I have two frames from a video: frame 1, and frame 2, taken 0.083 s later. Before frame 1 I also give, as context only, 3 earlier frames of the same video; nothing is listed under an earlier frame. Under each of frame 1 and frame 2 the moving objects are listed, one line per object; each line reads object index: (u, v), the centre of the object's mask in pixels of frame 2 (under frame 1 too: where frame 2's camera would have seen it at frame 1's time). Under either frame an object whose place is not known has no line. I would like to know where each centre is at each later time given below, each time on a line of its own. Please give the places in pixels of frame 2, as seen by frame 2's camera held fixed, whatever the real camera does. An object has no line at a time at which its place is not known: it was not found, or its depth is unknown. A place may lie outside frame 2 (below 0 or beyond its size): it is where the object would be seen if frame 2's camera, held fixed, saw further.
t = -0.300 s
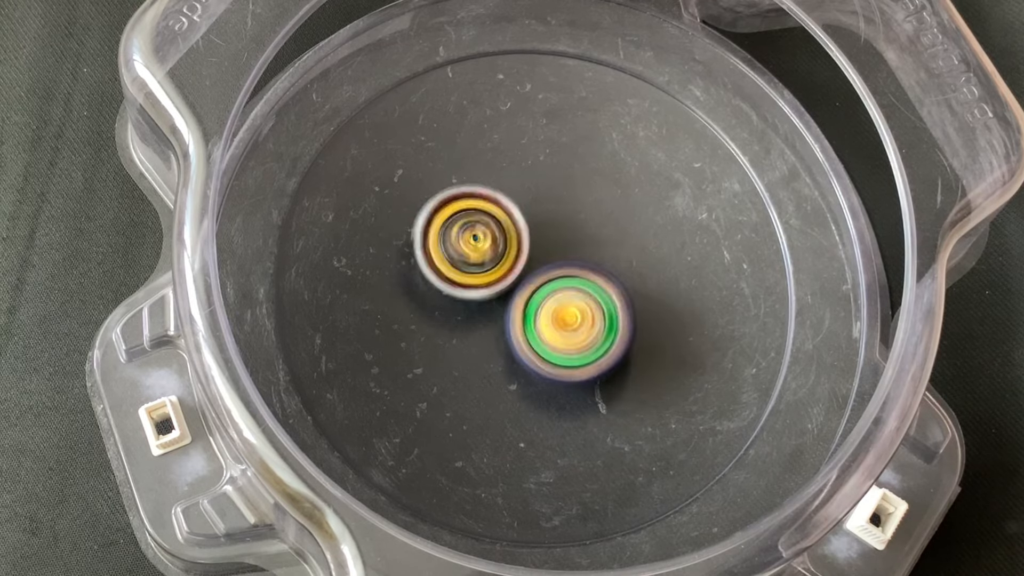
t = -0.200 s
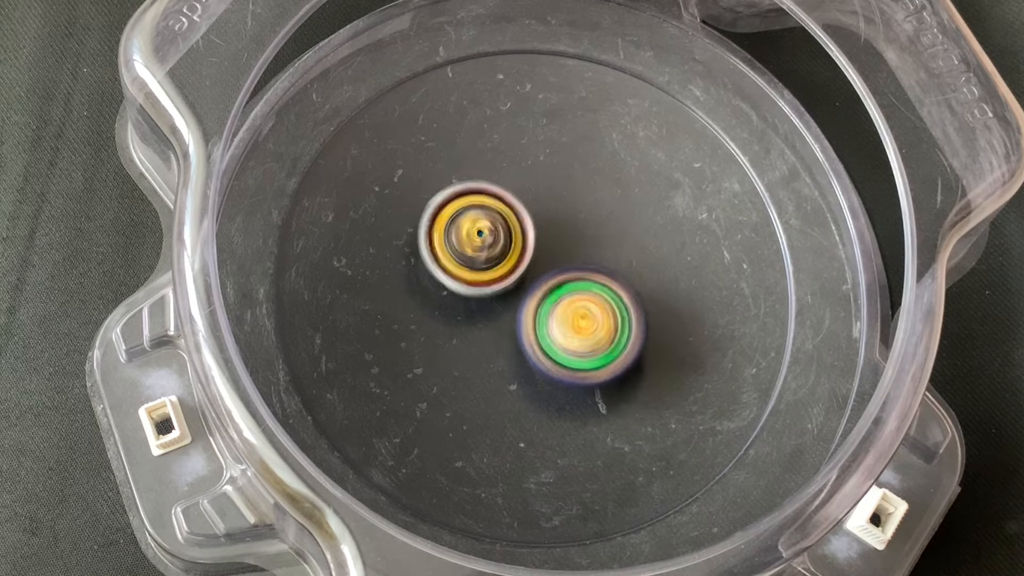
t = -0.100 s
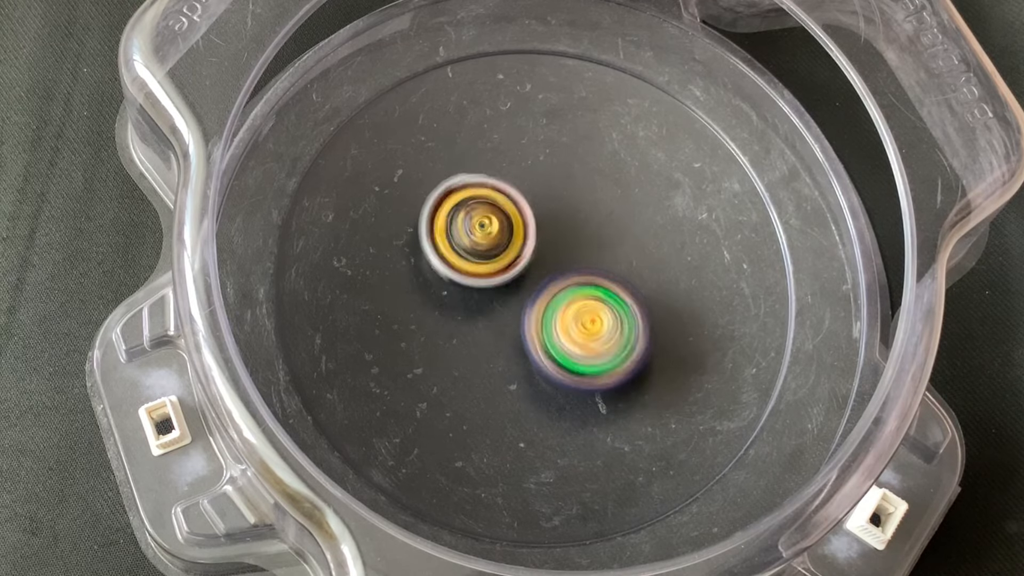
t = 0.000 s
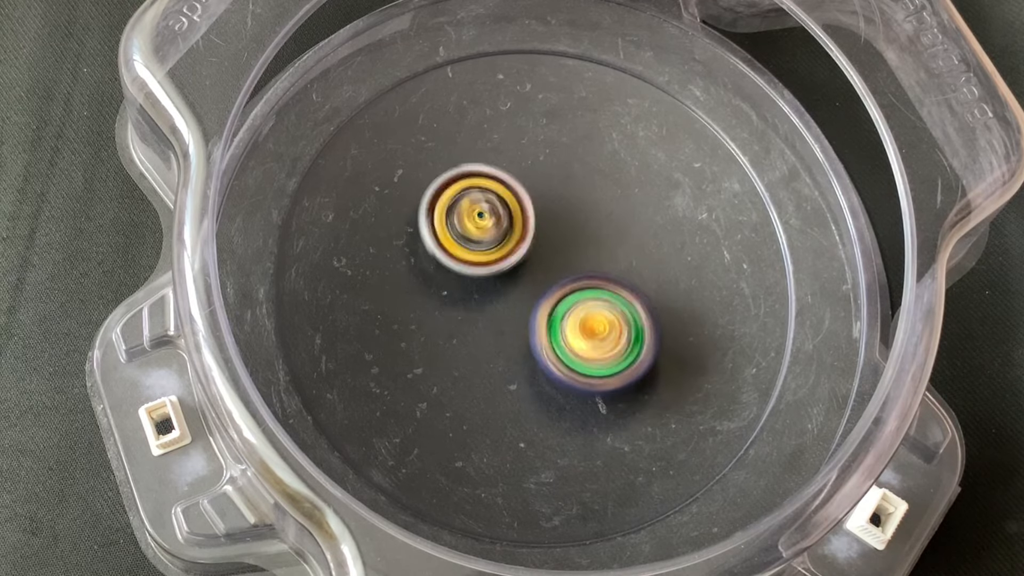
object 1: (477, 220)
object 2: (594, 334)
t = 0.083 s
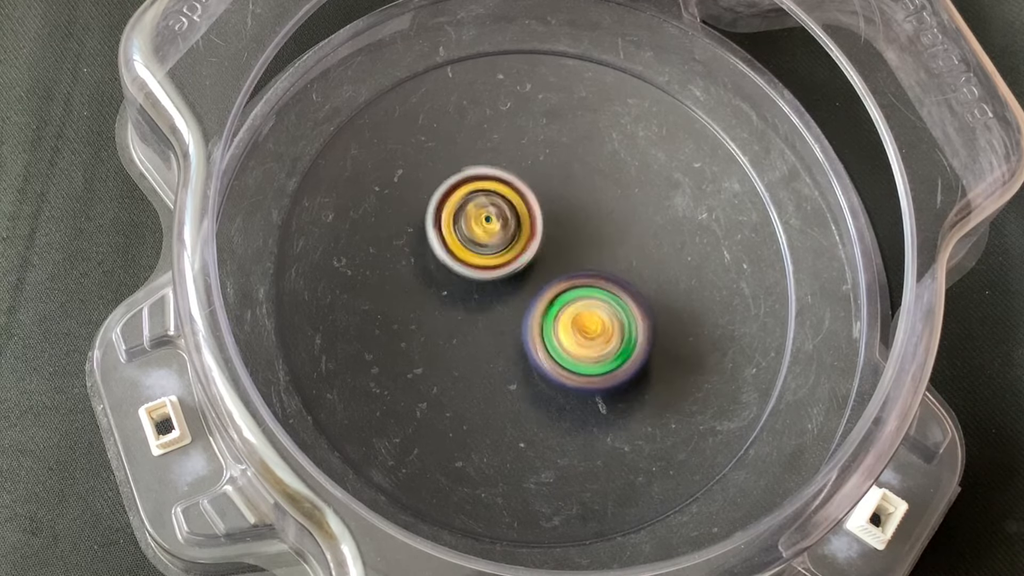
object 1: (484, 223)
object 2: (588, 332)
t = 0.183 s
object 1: (499, 228)
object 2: (579, 331)
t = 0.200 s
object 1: (501, 227)
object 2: (579, 330)
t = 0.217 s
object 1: (505, 228)
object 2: (577, 330)
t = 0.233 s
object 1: (507, 228)
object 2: (577, 331)
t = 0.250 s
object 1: (510, 226)
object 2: (577, 330)
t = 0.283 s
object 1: (512, 220)
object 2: (580, 336)
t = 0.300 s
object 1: (514, 218)
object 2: (582, 339)
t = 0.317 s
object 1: (514, 217)
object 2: (582, 339)
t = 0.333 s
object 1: (515, 214)
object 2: (583, 338)
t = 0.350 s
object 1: (516, 214)
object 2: (581, 337)
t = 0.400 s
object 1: (517, 211)
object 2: (578, 336)
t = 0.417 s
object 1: (518, 209)
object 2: (578, 335)
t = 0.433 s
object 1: (520, 211)
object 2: (576, 335)
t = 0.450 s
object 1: (519, 211)
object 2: (574, 335)
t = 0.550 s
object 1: (525, 217)
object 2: (569, 334)
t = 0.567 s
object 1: (525, 220)
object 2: (568, 334)
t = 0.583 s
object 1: (526, 219)
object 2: (568, 335)
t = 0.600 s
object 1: (527, 219)
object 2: (568, 336)
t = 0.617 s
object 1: (528, 218)
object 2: (567, 336)
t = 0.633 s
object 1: (530, 218)
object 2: (568, 337)
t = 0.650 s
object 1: (532, 220)
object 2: (568, 336)
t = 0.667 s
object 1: (531, 214)
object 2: (569, 341)
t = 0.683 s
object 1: (530, 209)
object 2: (570, 347)
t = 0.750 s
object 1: (525, 193)
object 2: (574, 359)
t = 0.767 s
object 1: (525, 190)
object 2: (574, 360)
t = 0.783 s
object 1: (523, 189)
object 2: (574, 360)
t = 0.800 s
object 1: (521, 186)
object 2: (573, 359)
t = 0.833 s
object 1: (517, 185)
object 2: (572, 357)
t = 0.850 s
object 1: (516, 183)
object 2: (570, 356)
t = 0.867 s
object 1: (516, 185)
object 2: (569, 354)
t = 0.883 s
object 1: (513, 185)
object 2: (567, 353)
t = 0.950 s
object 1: (511, 192)
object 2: (561, 348)
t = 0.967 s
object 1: (509, 195)
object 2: (560, 347)
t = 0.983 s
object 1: (510, 197)
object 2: (558, 346)
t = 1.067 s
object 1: (508, 213)
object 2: (552, 339)
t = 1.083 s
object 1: (509, 217)
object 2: (550, 338)
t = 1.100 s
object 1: (509, 221)
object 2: (549, 337)
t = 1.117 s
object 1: (510, 221)
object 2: (550, 338)
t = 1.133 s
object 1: (509, 216)
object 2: (551, 346)
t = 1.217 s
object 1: (502, 199)
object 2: (563, 370)
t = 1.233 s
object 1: (499, 199)
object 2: (564, 371)
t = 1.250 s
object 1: (498, 197)
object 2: (565, 371)
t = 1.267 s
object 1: (498, 198)
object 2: (564, 370)
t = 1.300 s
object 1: (496, 198)
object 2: (563, 369)
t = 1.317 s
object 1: (495, 201)
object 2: (562, 368)
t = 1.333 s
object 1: (494, 201)
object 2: (561, 366)
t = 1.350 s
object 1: (495, 203)
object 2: (560, 365)
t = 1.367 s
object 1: (493, 206)
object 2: (559, 363)
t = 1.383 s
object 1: (494, 207)
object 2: (557, 362)
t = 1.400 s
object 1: (495, 211)
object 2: (555, 361)
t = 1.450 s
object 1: (495, 219)
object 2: (551, 356)
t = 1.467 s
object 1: (495, 221)
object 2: (550, 354)
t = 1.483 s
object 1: (498, 224)
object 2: (548, 352)
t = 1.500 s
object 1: (498, 228)
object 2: (547, 349)
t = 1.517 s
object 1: (500, 229)
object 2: (546, 347)
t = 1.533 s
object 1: (502, 232)
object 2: (546, 347)
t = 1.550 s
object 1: (503, 232)
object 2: (546, 347)
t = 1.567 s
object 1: (505, 232)
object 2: (547, 348)
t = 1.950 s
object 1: (521, 223)
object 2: (550, 344)
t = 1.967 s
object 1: (521, 222)
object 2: (550, 343)
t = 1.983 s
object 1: (521, 220)
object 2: (549, 342)
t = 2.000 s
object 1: (523, 221)
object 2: (549, 342)
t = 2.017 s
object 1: (522, 221)
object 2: (548, 340)
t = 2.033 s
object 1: (523, 220)
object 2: (548, 341)
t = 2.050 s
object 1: (524, 221)
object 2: (548, 341)
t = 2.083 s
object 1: (525, 220)
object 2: (546, 340)
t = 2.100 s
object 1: (526, 221)
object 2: (546, 341)
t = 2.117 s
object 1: (524, 220)
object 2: (547, 340)
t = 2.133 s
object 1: (526, 219)
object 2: (545, 340)
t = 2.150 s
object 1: (526, 221)
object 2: (546, 341)
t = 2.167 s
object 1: (525, 220)
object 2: (545, 340)
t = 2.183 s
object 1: (526, 218)
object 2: (545, 342)
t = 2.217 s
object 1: (525, 214)
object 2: (545, 346)
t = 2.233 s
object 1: (527, 213)
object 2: (545, 346)
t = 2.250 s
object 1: (527, 215)
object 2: (546, 347)
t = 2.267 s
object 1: (527, 213)
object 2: (546, 346)
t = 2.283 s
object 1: (530, 215)
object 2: (546, 344)
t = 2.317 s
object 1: (528, 217)
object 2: (544, 342)
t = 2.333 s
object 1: (530, 220)
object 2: (543, 341)
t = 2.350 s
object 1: (528, 221)
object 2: (543, 341)
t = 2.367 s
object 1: (528, 219)
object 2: (543, 342)
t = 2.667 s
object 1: (525, 214)
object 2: (541, 343)
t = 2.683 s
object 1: (525, 214)
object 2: (541, 345)
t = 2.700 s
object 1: (524, 213)
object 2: (543, 345)
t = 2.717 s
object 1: (524, 211)
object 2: (542, 343)
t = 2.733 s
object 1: (525, 213)
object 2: (541, 343)
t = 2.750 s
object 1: (523, 213)
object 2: (541, 342)
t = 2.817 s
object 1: (523, 218)
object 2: (539, 339)
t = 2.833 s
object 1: (522, 221)
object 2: (538, 339)
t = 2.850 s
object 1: (521, 221)
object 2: (538, 339)
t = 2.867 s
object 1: (521, 220)
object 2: (538, 340)
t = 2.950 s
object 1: (519, 219)
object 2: (540, 339)
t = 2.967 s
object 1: (520, 218)
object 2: (539, 337)
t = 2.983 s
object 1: (521, 217)
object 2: (539, 340)
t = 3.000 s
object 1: (519, 216)
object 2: (539, 342)
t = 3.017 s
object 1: (520, 213)
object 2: (539, 343)
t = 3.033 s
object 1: (521, 214)
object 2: (539, 343)
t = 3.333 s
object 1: (520, 216)
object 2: (538, 340)
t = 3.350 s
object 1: (519, 218)
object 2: (539, 340)
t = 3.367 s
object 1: (519, 218)
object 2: (538, 340)
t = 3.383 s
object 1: (521, 220)
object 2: (538, 339)
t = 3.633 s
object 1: (513, 214)
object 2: (540, 346)
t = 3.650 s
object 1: (512, 212)
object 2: (540, 349)
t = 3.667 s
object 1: (510, 211)
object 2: (543, 350)
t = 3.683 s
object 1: (510, 209)
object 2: (543, 348)
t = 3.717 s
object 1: (509, 209)
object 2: (542, 348)
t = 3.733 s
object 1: (508, 208)
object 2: (542, 347)
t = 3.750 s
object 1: (509, 209)
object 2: (541, 345)
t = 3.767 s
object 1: (508, 211)
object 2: (540, 345)
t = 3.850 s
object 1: (509, 218)
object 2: (538, 341)
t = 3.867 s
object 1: (509, 222)
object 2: (536, 341)
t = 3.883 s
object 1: (508, 223)
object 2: (536, 341)
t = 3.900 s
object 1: (508, 222)
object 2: (538, 342)
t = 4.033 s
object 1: (509, 222)
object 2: (537, 340)
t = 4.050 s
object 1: (509, 222)
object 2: (537, 340)
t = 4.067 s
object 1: (511, 222)
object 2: (539, 342)
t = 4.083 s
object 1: (510, 220)
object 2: (540, 346)
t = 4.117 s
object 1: (512, 215)
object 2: (543, 350)
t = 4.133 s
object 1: (512, 216)
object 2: (543, 348)
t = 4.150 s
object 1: (511, 214)
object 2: (543, 349)
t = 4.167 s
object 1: (513, 214)
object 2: (543, 349)
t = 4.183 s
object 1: (515, 216)
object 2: (542, 348)
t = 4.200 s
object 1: (514, 217)
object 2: (540, 348)
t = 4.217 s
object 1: (515, 217)
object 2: (540, 348)
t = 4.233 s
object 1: (517, 220)
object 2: (540, 347)
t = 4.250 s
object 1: (516, 221)
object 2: (539, 346)
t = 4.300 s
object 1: (519, 225)
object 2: (538, 345)
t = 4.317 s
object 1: (519, 225)
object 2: (537, 346)
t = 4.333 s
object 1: (521, 227)
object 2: (538, 346)
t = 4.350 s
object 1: (522, 225)
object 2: (538, 349)
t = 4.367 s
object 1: (524, 219)
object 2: (540, 358)
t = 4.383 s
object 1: (524, 214)
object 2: (541, 366)
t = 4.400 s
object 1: (525, 208)
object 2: (544, 371)
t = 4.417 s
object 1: (527, 205)
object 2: (544, 375)
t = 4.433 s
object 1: (527, 204)
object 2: (546, 376)
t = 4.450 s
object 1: (527, 201)
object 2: (547, 376)
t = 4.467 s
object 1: (527, 197)
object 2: (546, 375)
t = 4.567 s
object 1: (528, 190)
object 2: (542, 368)
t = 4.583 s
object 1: (528, 189)
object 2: (540, 367)
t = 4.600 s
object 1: (529, 189)
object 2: (539, 367)
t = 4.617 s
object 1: (529, 190)
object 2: (539, 365)
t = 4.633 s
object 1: (529, 192)
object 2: (537, 364)
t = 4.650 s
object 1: (529, 194)
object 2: (536, 363)
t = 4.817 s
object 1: (533, 222)
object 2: (528, 351)
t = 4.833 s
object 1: (534, 227)
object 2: (527, 350)
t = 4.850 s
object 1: (534, 230)
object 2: (527, 349)
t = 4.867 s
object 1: (536, 229)
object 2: (527, 352)
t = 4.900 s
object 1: (538, 227)
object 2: (528, 359)
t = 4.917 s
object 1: (539, 228)
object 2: (528, 361)
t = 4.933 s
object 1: (539, 229)
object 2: (529, 361)
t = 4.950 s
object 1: (540, 231)
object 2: (530, 361)
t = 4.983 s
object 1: (541, 234)
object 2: (529, 359)
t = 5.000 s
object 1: (542, 237)
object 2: (528, 356)
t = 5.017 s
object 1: (543, 238)
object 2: (528, 357)
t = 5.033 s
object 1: (544, 235)
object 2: (528, 361)
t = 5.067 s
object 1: (547, 229)
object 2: (526, 368)
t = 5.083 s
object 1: (548, 228)
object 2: (527, 370)
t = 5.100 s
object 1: (549, 225)
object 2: (527, 370)
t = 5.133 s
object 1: (552, 224)
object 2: (526, 369)
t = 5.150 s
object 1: (552, 223)
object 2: (527, 369)
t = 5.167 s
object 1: (553, 221)
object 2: (526, 367)
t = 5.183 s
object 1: (554, 220)
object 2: (523, 366)
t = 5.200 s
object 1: (555, 219)
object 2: (523, 366)
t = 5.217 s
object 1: (556, 221)
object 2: (523, 365)
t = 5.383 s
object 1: (551, 237)
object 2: (516, 357)
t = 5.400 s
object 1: (551, 238)
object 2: (516, 356)
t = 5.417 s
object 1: (551, 240)
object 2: (515, 354)
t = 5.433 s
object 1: (553, 240)
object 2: (514, 358)
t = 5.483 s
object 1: (557, 235)
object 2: (510, 367)
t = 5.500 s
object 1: (559, 235)
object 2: (511, 368)
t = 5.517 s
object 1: (560, 235)
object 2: (513, 367)
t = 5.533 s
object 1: (559, 235)
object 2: (512, 366)
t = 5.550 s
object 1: (560, 235)
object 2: (510, 365)
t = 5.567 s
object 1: (560, 236)
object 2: (511, 365)
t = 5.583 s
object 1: (560, 238)
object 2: (510, 363)
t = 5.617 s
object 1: (558, 239)
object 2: (509, 360)
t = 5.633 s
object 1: (557, 240)
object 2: (509, 359)
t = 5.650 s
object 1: (556, 241)
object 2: (507, 357)
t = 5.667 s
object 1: (557, 243)
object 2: (506, 354)
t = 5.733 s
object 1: (558, 245)
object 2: (505, 355)
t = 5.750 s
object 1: (559, 245)
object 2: (506, 356)
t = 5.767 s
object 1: (561, 246)
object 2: (507, 354)
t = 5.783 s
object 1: (561, 244)
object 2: (505, 356)
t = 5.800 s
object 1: (563, 241)
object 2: (503, 360)
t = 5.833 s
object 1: (564, 236)
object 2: (501, 363)
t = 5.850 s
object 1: (565, 234)
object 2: (501, 364)
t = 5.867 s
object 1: (566, 233)
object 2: (501, 365)
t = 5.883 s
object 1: (565, 230)
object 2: (502, 364)
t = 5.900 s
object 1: (565, 228)
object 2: (503, 362)
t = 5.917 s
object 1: (566, 227)
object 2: (503, 360)
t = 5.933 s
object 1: (566, 226)
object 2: (502, 359)
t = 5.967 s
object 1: (563, 223)
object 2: (501, 356)
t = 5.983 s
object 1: (563, 221)
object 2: (502, 354)
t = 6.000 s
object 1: (562, 222)
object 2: (501, 352)
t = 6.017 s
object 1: (560, 221)
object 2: (501, 351)
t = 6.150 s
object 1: (544, 229)
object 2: (496, 344)
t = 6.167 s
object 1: (543, 231)
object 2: (496, 342)
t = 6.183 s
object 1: (542, 232)
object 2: (494, 343)
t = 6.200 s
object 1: (541, 232)
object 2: (494, 345)
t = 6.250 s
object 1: (539, 232)
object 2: (493, 346)
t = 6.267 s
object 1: (538, 233)
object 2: (494, 346)
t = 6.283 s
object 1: (537, 233)
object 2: (494, 345)
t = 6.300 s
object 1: (538, 230)
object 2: (493, 348)
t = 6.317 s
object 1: (539, 229)
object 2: (491, 351)
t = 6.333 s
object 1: (539, 226)
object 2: (490, 354)
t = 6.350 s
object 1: (539, 223)
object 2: (489, 357)
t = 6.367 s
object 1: (539, 221)
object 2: (489, 359)
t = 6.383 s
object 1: (539, 219)
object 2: (490, 360)
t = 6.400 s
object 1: (538, 216)
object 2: (493, 360)
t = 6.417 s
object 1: (538, 214)
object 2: (495, 357)
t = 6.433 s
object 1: (538, 213)
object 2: (495, 355)
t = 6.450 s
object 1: (537, 213)
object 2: (496, 352)
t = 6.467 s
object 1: (536, 211)
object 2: (497, 351)
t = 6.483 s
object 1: (536, 209)
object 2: (497, 347)
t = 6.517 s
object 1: (534, 208)
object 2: (497, 344)
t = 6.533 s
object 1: (533, 208)
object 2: (497, 341)
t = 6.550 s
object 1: (532, 207)
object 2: (497, 339)
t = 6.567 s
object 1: (531, 208)
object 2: (496, 337)
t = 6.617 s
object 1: (529, 212)
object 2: (496, 333)
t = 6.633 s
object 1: (528, 213)
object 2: (496, 331)
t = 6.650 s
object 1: (527, 213)
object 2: (494, 331)
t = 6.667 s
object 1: (528, 208)
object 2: (495, 338)
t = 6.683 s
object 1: (529, 203)
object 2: (495, 342)
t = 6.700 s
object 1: (530, 201)
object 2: (494, 346)
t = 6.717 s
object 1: (528, 199)
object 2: (494, 348)
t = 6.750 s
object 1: (527, 196)
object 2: (498, 349)
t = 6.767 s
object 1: (526, 195)
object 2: (498, 347)
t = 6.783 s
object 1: (526, 195)
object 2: (498, 345)
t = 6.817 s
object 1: (524, 197)
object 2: (497, 344)
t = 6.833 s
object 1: (524, 197)
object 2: (497, 342)
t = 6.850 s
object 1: (523, 199)
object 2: (495, 340)
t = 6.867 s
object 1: (523, 201)
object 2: (493, 341)
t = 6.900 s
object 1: (521, 204)
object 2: (494, 339)
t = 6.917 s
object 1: (520, 206)
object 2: (493, 338)
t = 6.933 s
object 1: (520, 209)
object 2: (491, 337)
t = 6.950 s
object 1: (520, 211)
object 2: (491, 338)
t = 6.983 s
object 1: (519, 216)
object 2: (490, 336)
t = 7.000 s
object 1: (519, 219)
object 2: (489, 336)
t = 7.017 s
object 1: (521, 222)
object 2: (489, 337)
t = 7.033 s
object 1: (521, 225)
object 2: (490, 337)
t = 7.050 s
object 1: (525, 219)
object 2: (488, 346)
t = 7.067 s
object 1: (530, 214)
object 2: (488, 356)
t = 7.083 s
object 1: (531, 208)
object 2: (487, 363)
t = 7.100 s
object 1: (534, 200)
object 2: (486, 370)
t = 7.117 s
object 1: (539, 198)
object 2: (487, 375)
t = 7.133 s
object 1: (542, 198)
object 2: (486, 377)
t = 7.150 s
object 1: (541, 198)
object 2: (486, 379)
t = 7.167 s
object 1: (541, 198)
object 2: (488, 379)
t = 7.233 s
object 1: (545, 196)
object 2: (488, 374)
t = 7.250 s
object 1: (546, 195)
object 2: (489, 371)
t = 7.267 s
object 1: (548, 195)
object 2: (488, 368)
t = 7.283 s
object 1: (550, 197)
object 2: (488, 366)
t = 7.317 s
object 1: (552, 199)
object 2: (487, 359)
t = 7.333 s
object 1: (553, 199)
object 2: (487, 356)
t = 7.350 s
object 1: (554, 201)
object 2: (488, 352)
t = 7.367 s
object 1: (555, 204)
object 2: (488, 349)
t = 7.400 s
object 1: (557, 208)
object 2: (488, 344)
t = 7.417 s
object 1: (557, 210)
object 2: (487, 340)
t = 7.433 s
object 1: (559, 213)
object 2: (488, 337)
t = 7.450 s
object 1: (559, 216)
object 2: (487, 337)
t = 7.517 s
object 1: (558, 228)
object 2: (486, 328)
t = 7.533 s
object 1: (558, 230)
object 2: (486, 326)
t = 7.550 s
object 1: (558, 231)
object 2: (487, 326)
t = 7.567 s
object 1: (558, 232)
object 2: (486, 327)
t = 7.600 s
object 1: (560, 237)
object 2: (485, 328)
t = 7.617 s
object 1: (560, 239)
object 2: (486, 329)
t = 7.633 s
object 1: (560, 241)
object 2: (486, 334)
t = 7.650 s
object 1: (562, 241)
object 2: (486, 335)
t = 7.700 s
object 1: (562, 247)
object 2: (483, 338)
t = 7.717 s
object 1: (562, 249)
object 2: (485, 338)
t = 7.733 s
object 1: (570, 244)
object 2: (480, 344)
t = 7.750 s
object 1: (578, 238)
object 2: (474, 351)
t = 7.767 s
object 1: (583, 231)
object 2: (467, 356)
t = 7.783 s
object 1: (590, 223)
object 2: (461, 359)
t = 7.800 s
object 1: (598, 219)
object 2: (454, 362)
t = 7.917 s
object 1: (609, 213)
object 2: (426, 367)
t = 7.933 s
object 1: (610, 211)
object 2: (424, 367)
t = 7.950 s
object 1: (611, 210)
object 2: (425, 367)
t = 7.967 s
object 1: (613, 210)
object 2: (427, 366)
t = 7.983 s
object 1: (615, 211)
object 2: (428, 362)
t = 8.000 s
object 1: (616, 212)
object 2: (428, 360)
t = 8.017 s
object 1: (617, 214)
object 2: (428, 356)
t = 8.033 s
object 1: (617, 214)
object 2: (429, 354)
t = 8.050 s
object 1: (617, 215)
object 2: (429, 350)
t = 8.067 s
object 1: (617, 217)
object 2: (429, 348)
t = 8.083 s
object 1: (615, 219)
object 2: (429, 345)
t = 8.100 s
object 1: (615, 221)
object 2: (428, 341)
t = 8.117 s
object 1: (613, 223)
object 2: (429, 339)
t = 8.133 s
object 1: (612, 225)
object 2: (430, 336)
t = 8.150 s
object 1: (610, 227)
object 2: (433, 334)
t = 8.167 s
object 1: (608, 229)
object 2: (435, 331)
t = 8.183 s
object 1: (605, 230)
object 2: (439, 328)
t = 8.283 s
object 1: (589, 240)
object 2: (471, 303)
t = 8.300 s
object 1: (585, 242)
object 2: (477, 298)
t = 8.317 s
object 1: (589, 240)
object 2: (476, 297)
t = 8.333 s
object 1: (595, 240)
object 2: (475, 298)
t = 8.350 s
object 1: (600, 237)
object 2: (474, 297)
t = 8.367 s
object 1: (601, 237)
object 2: (473, 296)
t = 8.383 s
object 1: (603, 236)
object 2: (471, 296)
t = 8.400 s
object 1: (603, 236)
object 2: (470, 298)
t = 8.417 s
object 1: (601, 236)
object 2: (471, 297)
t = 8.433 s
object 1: (598, 237)
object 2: (473, 296)
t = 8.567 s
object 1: (582, 228)
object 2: (475, 295)
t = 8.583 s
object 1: (579, 228)
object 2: (476, 294)
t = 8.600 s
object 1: (578, 225)
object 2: (476, 296)
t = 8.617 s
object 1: (582, 224)
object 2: (474, 300)
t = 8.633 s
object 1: (584, 222)
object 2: (471, 301)
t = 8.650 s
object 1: (584, 219)
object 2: (468, 302)
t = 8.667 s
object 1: (586, 216)
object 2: (463, 302)
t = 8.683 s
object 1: (588, 214)
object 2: (462, 305)
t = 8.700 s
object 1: (591, 214)
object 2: (462, 306)
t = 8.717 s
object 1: (591, 215)
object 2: (461, 305)
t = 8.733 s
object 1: (591, 216)
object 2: (459, 305)
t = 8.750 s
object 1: (590, 216)
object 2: (458, 305)
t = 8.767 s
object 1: (589, 216)
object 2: (459, 306)
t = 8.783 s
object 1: (588, 216)
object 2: (460, 306)
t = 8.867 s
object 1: (588, 217)
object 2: (466, 303)
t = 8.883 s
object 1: (588, 218)
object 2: (466, 302)
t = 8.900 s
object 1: (588, 220)
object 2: (468, 303)
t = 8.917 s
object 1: (587, 222)
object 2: (469, 301)
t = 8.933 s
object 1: (586, 224)
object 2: (470, 300)
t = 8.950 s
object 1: (584, 225)
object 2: (472, 300)
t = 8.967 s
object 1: (582, 227)
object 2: (473, 300)
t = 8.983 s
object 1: (580, 228)
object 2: (476, 299)
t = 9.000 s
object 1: (578, 228)
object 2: (478, 299)
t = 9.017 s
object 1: (580, 230)
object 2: (480, 299)
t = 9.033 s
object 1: (581, 232)
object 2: (481, 301)
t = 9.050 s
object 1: (582, 233)
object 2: (481, 300)
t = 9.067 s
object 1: (584, 236)
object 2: (479, 301)
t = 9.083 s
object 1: (583, 237)
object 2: (478, 301)
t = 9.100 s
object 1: (582, 238)
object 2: (478, 302)
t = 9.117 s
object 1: (580, 238)
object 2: (477, 304)
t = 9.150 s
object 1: (580, 239)
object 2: (477, 306)
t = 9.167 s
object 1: (581, 240)
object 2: (478, 307)
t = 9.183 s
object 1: (580, 241)
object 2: (477, 308)
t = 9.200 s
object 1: (580, 242)
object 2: (478, 311)
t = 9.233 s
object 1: (579, 244)
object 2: (480, 316)
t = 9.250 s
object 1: (578, 244)
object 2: (482, 317)
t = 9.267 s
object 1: (579, 243)
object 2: (483, 320)
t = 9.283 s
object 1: (580, 242)
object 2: (483, 321)
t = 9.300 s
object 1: (585, 242)
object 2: (484, 323)
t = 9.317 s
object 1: (586, 243)
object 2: (484, 323)
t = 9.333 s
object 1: (587, 244)
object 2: (484, 323)
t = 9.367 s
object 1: (584, 245)
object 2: (483, 322)
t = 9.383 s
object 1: (582, 245)
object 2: (483, 321)
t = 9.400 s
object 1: (581, 243)
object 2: (484, 320)
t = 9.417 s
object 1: (581, 241)
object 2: (485, 318)
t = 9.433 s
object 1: (582, 241)
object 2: (486, 317)
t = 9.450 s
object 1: (583, 242)
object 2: (487, 315)
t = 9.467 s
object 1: (583, 243)
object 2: (487, 314)
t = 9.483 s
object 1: (583, 245)
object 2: (486, 312)
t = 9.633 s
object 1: (620, 233)
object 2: (460, 343)
